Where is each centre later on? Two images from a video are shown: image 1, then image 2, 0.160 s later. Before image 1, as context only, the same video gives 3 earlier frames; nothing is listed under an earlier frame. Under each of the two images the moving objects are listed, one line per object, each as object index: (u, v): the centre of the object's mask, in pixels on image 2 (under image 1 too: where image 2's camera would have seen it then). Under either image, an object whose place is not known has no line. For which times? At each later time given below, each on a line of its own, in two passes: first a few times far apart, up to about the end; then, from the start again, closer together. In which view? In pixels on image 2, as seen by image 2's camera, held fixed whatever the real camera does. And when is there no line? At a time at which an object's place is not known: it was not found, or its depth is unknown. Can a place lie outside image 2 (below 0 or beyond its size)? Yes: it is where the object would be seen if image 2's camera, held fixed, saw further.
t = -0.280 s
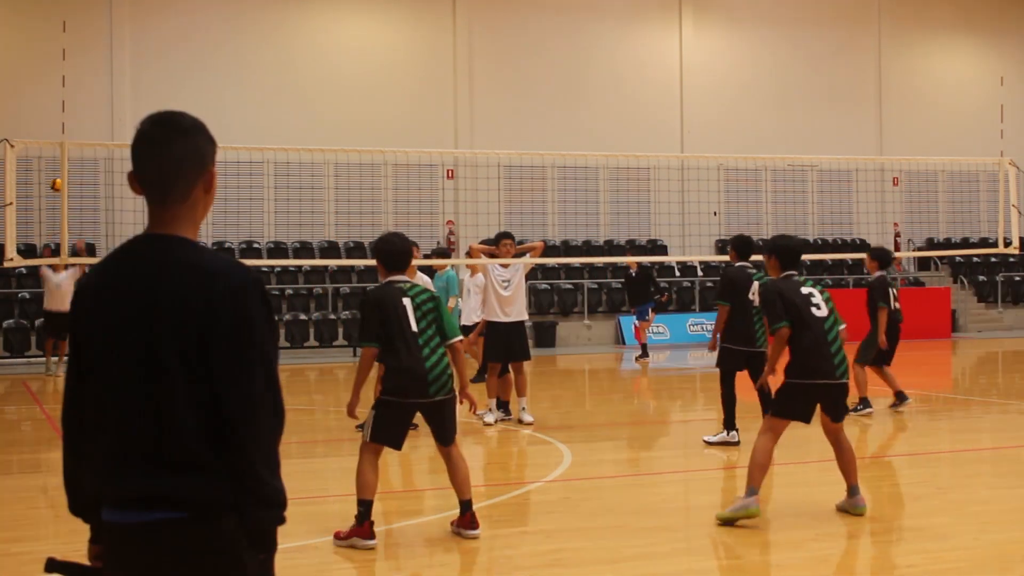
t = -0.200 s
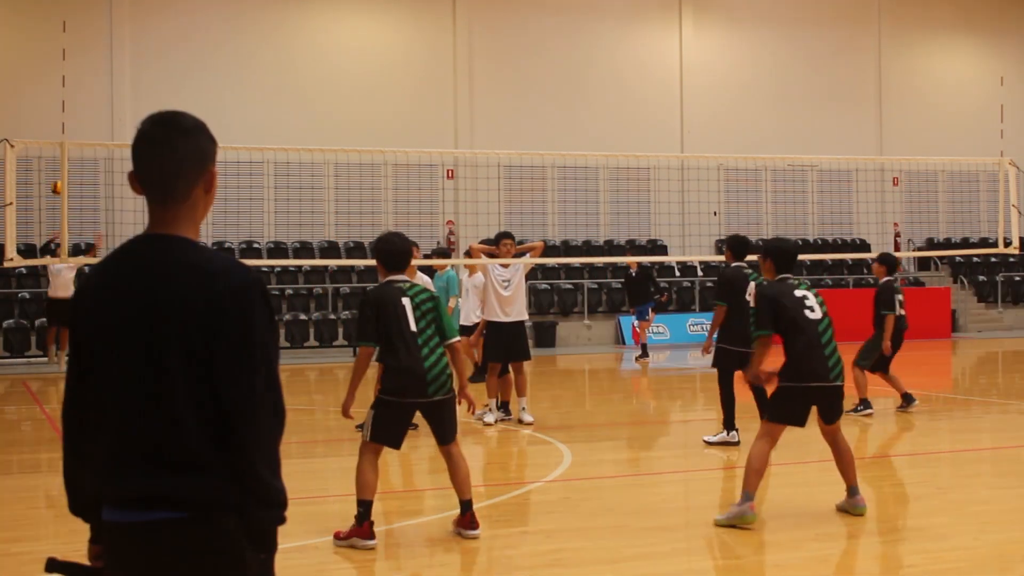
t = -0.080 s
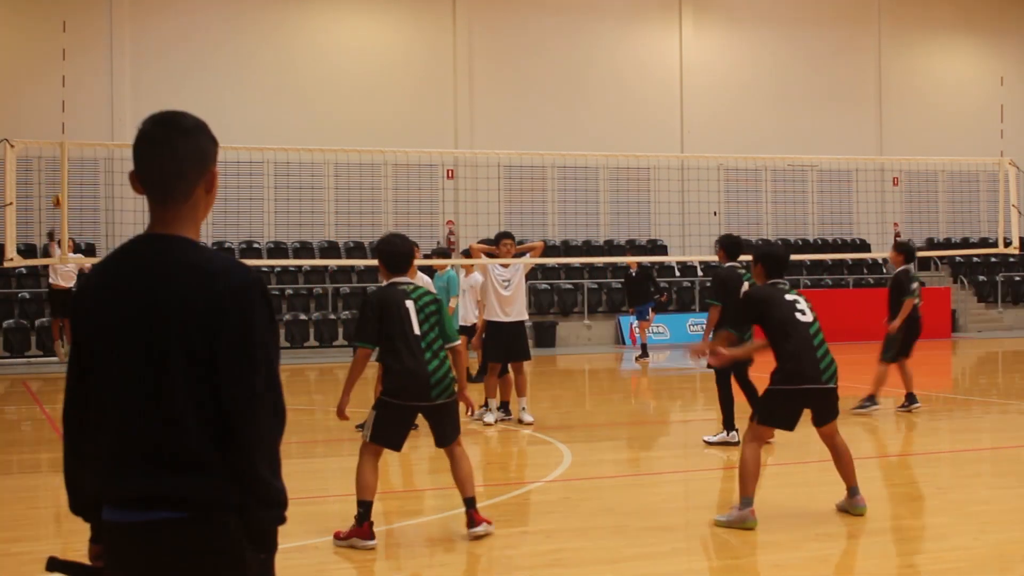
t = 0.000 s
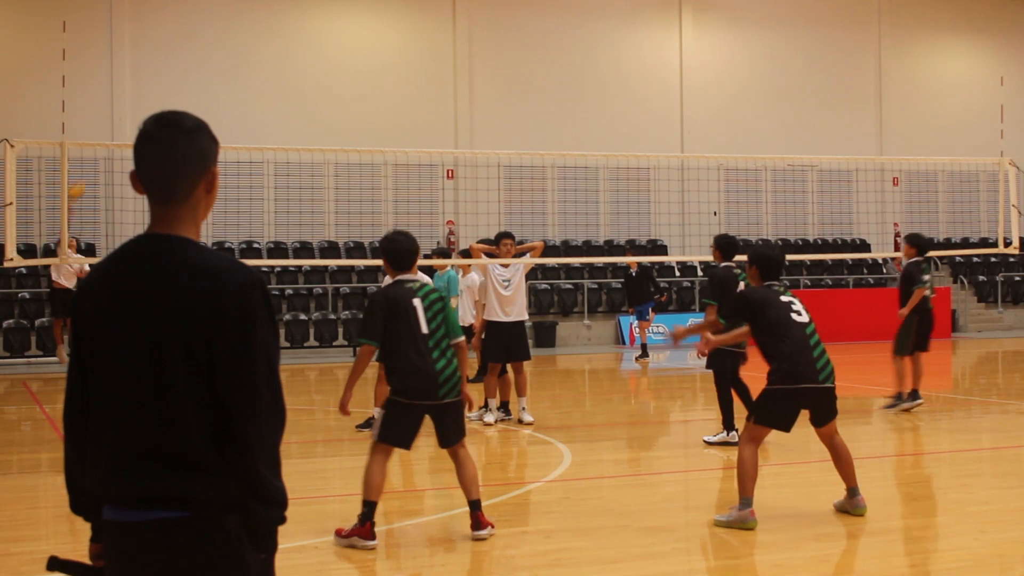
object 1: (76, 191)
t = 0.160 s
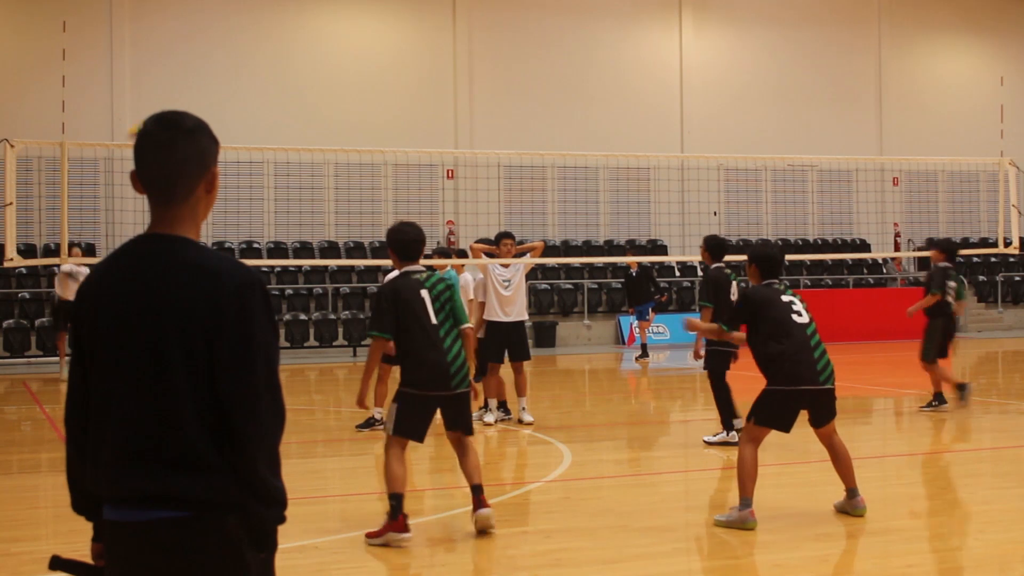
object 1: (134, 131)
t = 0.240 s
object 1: (175, 104)
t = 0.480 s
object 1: (298, 51)
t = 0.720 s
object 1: (458, 40)
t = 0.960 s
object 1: (673, 103)
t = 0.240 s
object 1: (175, 104)
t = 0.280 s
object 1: (193, 94)
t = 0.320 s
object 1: (212, 82)
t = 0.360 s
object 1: (233, 72)
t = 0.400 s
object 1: (254, 63)
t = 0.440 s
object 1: (275, 56)
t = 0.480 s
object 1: (298, 51)
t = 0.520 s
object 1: (322, 45)
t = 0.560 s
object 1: (347, 42)
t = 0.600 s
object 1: (373, 38)
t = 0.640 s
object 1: (401, 38)
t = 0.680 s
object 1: (427, 38)
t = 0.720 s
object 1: (458, 40)
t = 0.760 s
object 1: (489, 44)
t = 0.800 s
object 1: (523, 51)
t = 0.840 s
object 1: (558, 61)
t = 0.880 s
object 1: (594, 73)
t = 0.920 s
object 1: (632, 87)
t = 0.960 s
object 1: (673, 103)
